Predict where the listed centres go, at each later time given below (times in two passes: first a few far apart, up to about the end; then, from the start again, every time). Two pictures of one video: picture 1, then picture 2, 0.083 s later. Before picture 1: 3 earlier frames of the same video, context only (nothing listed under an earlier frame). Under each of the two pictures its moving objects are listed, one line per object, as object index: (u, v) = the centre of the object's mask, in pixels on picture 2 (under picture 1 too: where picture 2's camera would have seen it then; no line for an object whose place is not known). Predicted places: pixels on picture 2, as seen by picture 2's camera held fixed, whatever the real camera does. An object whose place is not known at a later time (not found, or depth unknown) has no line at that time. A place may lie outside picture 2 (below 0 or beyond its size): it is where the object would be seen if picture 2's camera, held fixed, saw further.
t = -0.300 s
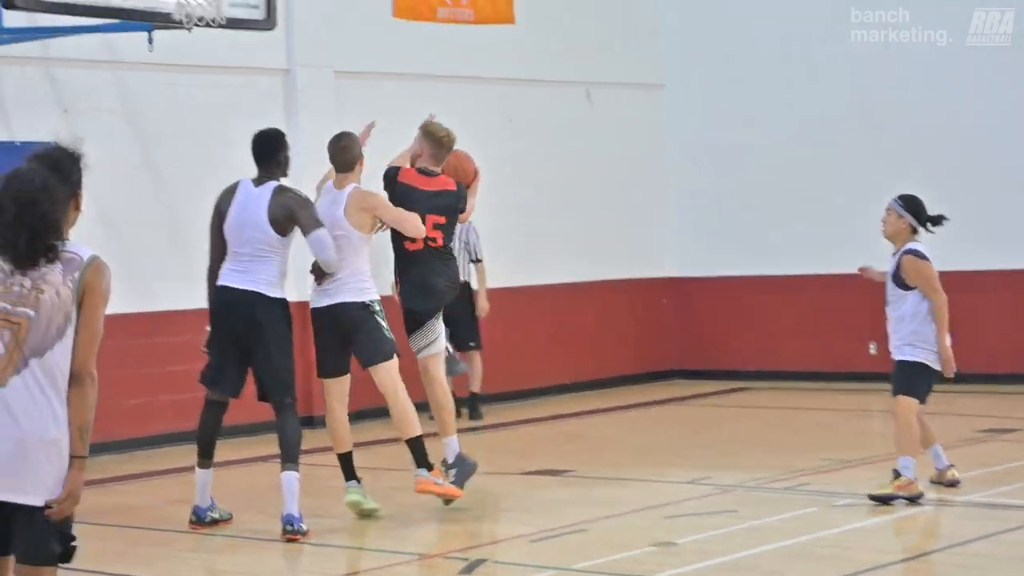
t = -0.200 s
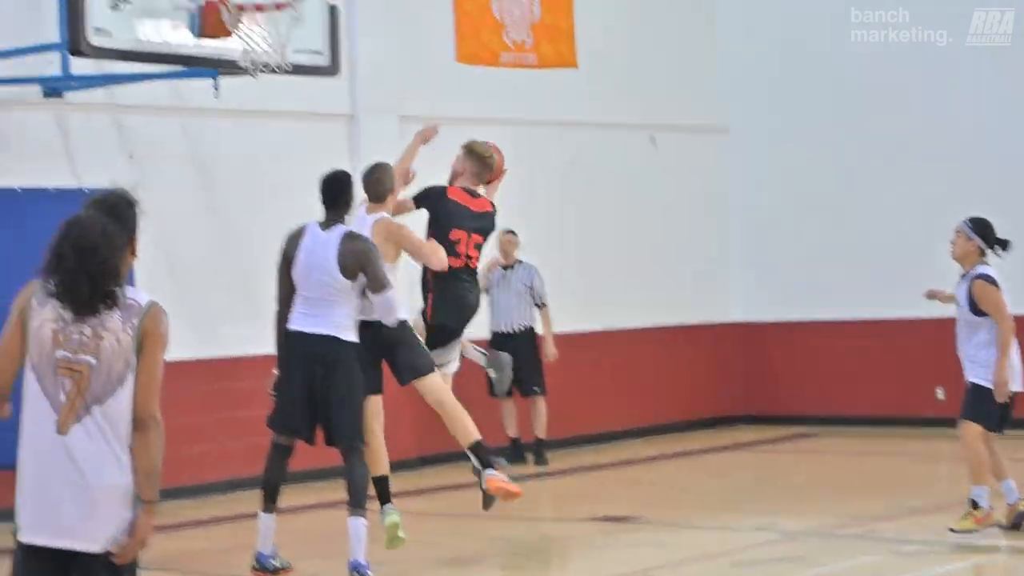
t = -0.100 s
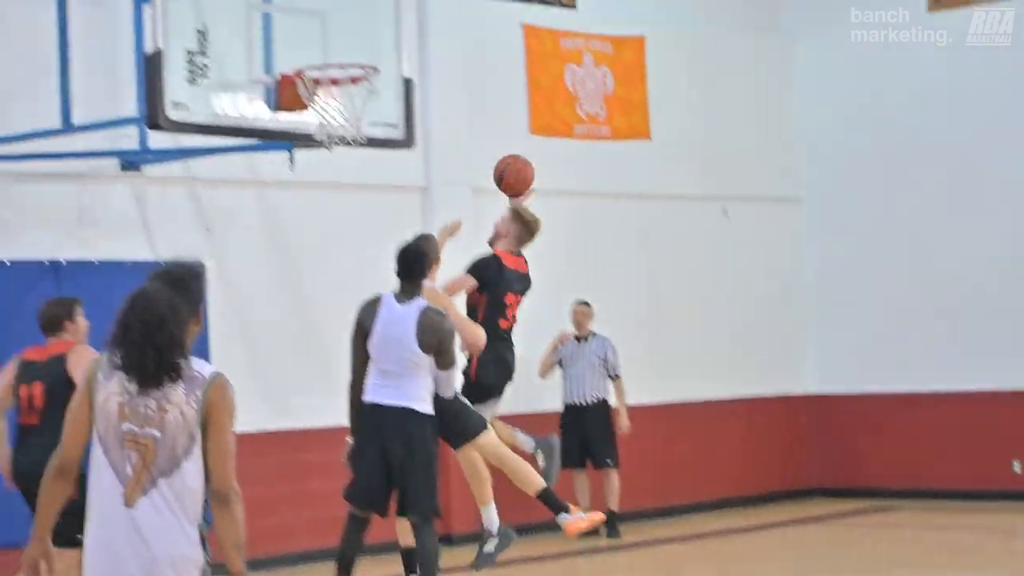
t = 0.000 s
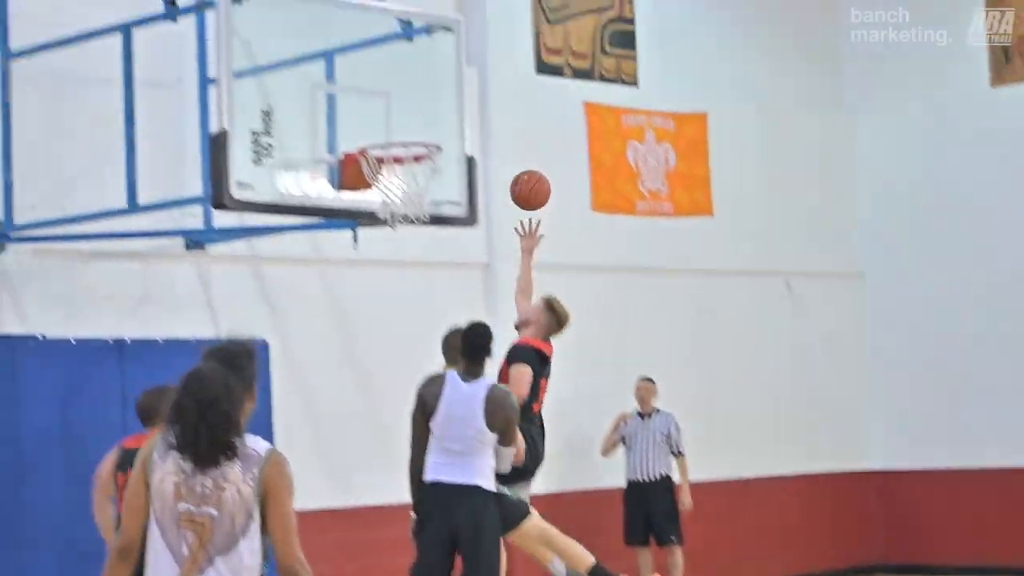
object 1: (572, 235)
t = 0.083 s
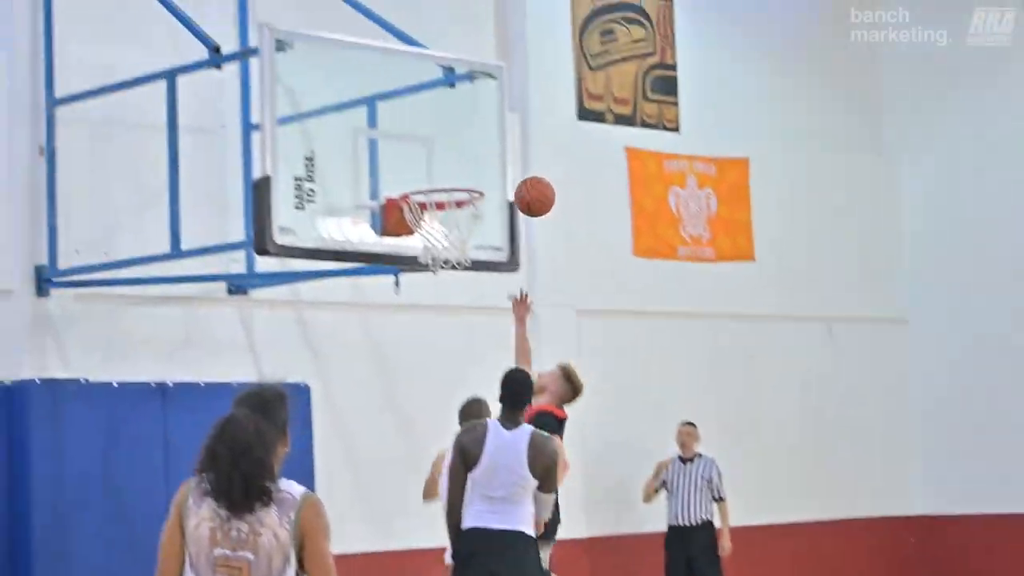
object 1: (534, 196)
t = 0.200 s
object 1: (483, 162)
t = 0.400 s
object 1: (476, 142)
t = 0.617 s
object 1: (482, 169)
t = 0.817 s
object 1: (489, 171)
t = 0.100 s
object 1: (527, 190)
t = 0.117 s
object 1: (520, 184)
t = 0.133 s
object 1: (512, 179)
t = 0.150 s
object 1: (505, 174)
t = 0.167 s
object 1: (498, 169)
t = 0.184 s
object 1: (490, 165)
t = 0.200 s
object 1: (483, 162)
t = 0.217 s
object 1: (476, 159)
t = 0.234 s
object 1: (473, 155)
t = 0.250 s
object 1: (473, 152)
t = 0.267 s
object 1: (474, 149)
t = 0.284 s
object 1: (474, 147)
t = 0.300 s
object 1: (474, 145)
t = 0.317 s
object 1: (474, 143)
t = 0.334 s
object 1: (475, 142)
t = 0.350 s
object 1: (475, 141)
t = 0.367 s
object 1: (476, 141)
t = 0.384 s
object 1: (476, 141)
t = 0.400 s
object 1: (476, 142)
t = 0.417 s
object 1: (477, 143)
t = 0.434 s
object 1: (477, 145)
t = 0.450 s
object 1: (478, 147)
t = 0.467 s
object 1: (478, 150)
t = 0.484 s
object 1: (479, 153)
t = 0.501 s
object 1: (479, 157)
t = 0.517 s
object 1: (480, 161)
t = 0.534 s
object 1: (481, 165)
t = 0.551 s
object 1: (481, 170)
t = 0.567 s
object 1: (482, 173)
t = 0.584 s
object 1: (482, 172)
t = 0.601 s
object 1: (482, 170)
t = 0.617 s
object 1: (482, 169)
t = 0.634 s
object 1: (483, 168)
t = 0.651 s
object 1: (483, 168)
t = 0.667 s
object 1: (483, 168)
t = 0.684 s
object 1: (484, 168)
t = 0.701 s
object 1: (484, 169)
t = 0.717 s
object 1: (484, 170)
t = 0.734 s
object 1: (485, 169)
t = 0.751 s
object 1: (486, 168)
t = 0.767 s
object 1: (486, 168)
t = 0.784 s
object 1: (487, 168)
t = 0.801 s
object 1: (488, 169)
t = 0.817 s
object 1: (489, 171)
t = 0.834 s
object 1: (489, 172)
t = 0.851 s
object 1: (490, 173)
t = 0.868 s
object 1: (491, 174)
